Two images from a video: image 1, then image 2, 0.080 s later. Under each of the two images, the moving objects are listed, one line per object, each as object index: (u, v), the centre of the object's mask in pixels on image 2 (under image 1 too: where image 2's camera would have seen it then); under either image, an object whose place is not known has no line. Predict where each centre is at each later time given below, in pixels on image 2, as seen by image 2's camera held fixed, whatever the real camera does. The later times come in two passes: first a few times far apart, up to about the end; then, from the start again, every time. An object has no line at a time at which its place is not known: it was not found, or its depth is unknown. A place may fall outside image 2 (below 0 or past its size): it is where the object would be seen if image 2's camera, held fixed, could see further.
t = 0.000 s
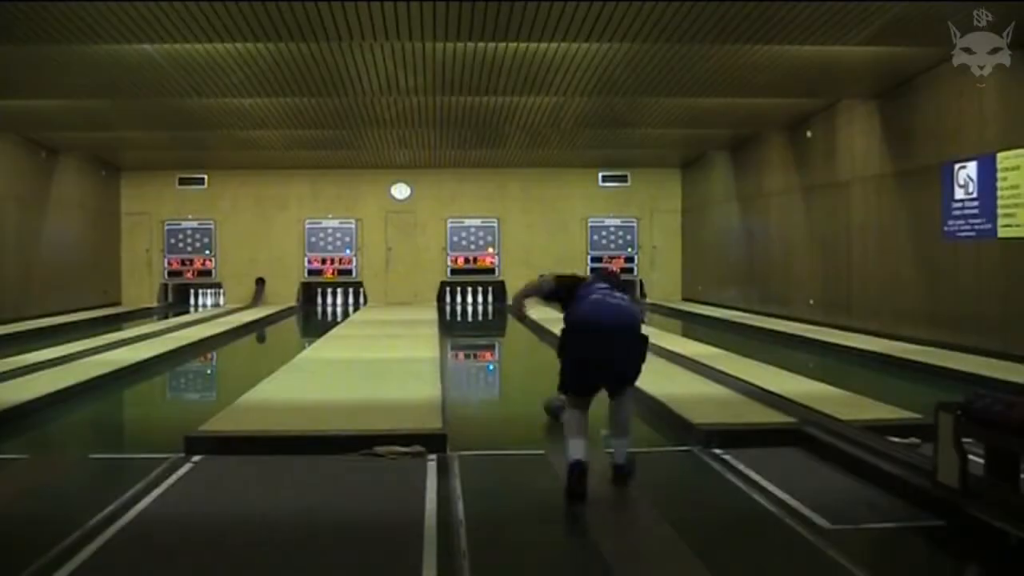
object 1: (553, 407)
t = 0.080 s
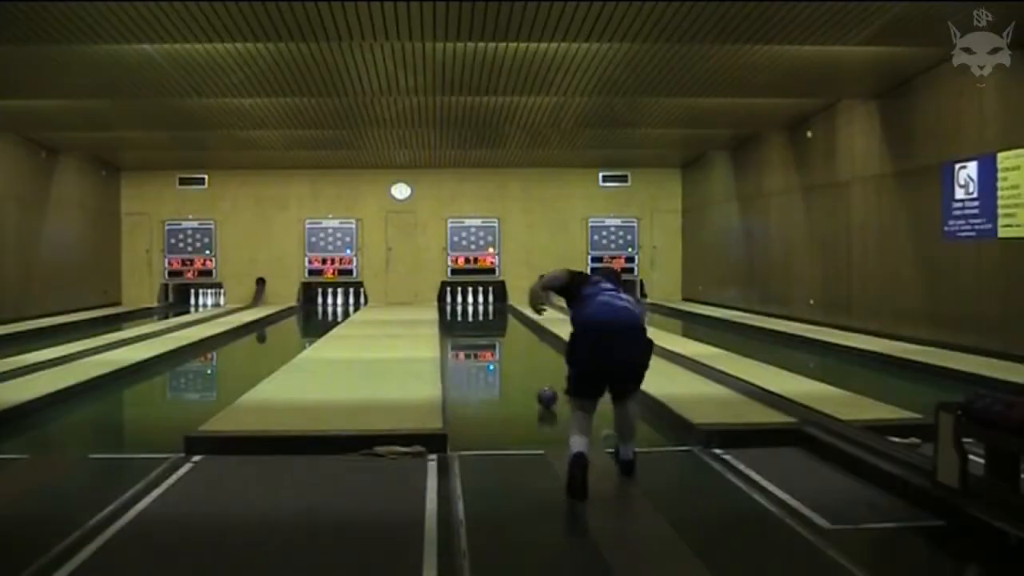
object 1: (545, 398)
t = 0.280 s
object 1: (527, 377)
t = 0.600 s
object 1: (509, 355)
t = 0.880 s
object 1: (497, 341)
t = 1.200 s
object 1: (489, 331)
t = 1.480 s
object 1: (483, 326)
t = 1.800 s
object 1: (479, 321)
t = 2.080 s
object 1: (473, 318)
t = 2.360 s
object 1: (469, 317)
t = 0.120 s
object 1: (541, 393)
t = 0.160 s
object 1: (537, 388)
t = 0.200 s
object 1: (533, 384)
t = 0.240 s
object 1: (530, 381)
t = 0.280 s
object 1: (527, 377)
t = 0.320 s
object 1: (525, 373)
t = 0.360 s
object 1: (522, 370)
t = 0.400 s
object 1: (519, 367)
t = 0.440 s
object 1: (517, 365)
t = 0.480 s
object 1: (515, 362)
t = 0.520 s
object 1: (512, 360)
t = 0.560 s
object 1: (511, 358)
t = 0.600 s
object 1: (509, 355)
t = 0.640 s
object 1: (507, 353)
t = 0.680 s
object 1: (505, 350)
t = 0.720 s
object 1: (504, 349)
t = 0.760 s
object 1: (502, 347)
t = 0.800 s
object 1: (501, 345)
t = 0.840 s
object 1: (500, 343)
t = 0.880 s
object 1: (497, 341)
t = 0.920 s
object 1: (497, 340)
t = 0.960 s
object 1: (496, 339)
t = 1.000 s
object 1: (494, 338)
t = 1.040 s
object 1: (493, 337)
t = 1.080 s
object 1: (493, 337)
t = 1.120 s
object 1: (491, 335)
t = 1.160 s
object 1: (491, 333)
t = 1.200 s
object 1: (489, 331)
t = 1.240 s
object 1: (489, 330)
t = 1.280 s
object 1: (489, 330)
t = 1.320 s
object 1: (489, 329)
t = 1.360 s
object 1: (483, 325)
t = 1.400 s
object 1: (483, 327)
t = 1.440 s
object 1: (483, 327)
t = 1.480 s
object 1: (483, 326)
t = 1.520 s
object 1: (481, 325)
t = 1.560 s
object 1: (479, 325)
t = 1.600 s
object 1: (480, 326)
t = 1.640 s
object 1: (480, 325)
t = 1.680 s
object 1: (479, 321)
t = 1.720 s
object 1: (478, 322)
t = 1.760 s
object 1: (478, 321)
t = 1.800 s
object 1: (479, 321)
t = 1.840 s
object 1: (476, 322)
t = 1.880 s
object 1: (476, 319)
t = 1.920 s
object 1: (476, 319)
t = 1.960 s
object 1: (476, 323)
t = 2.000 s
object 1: (476, 322)
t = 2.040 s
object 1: (475, 318)
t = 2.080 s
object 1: (473, 318)
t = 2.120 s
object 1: (473, 317)
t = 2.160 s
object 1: (470, 316)
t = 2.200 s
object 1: (470, 316)
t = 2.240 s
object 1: (472, 317)
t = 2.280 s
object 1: (472, 317)
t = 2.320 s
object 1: (471, 318)
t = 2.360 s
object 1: (469, 317)
